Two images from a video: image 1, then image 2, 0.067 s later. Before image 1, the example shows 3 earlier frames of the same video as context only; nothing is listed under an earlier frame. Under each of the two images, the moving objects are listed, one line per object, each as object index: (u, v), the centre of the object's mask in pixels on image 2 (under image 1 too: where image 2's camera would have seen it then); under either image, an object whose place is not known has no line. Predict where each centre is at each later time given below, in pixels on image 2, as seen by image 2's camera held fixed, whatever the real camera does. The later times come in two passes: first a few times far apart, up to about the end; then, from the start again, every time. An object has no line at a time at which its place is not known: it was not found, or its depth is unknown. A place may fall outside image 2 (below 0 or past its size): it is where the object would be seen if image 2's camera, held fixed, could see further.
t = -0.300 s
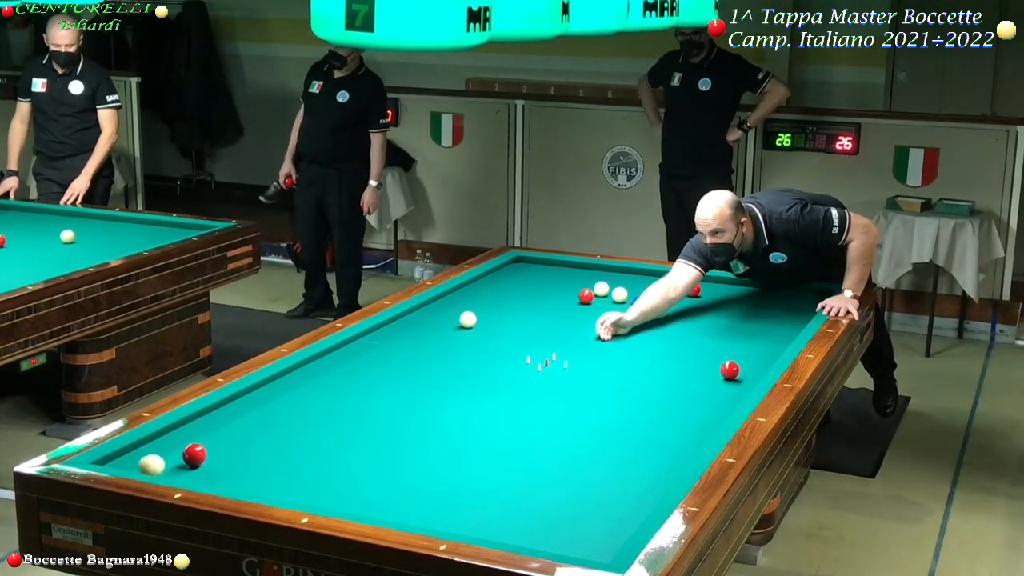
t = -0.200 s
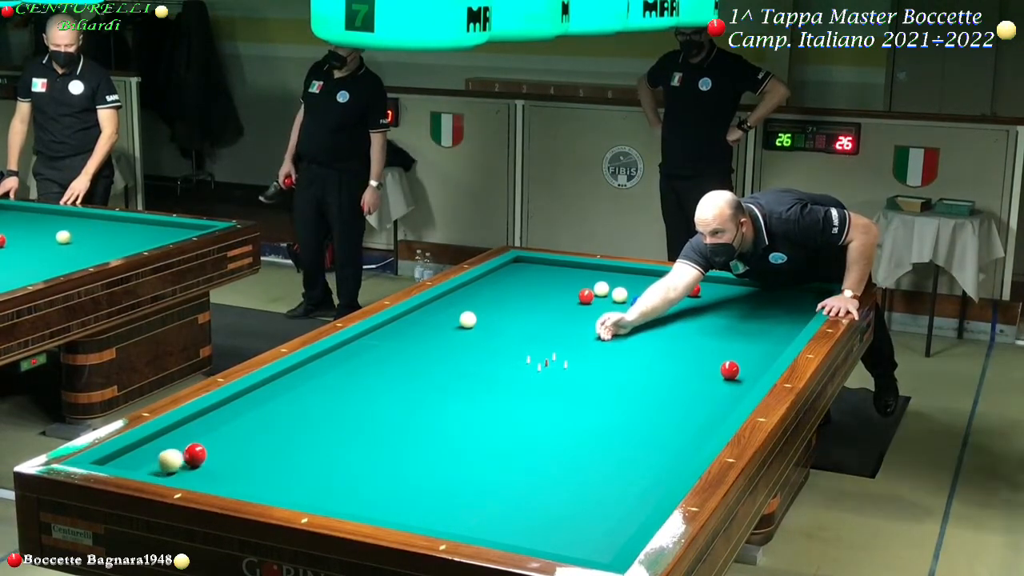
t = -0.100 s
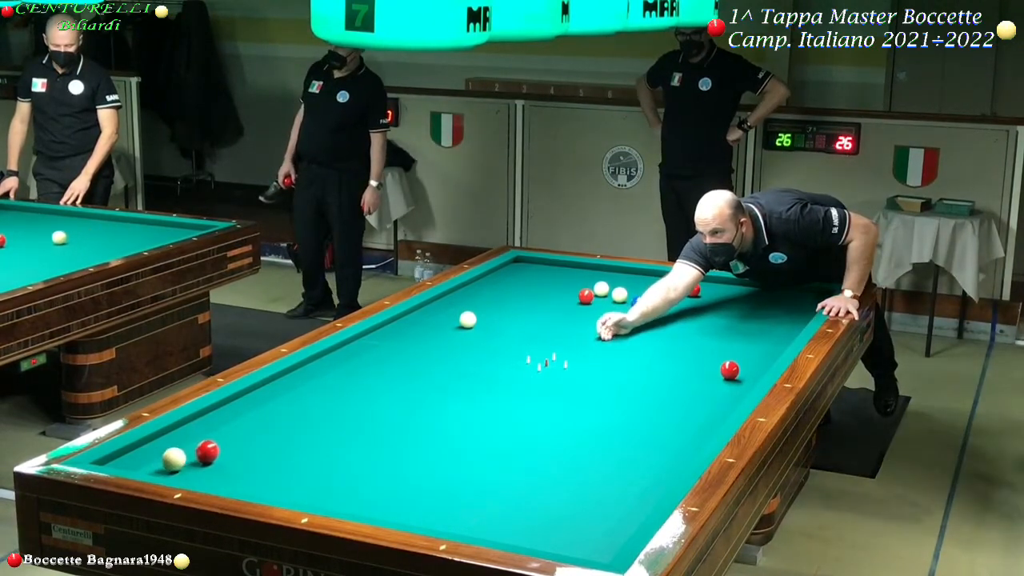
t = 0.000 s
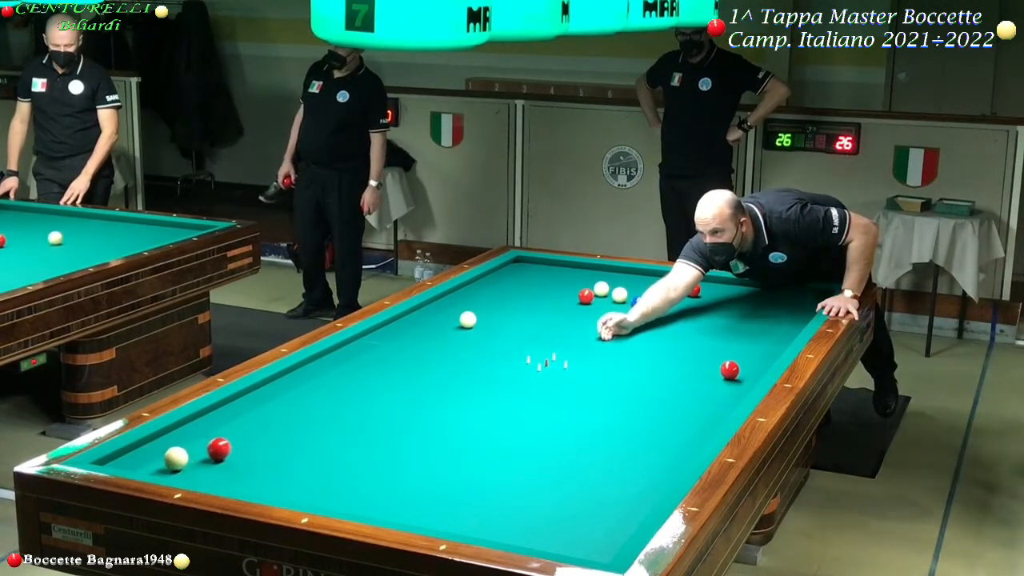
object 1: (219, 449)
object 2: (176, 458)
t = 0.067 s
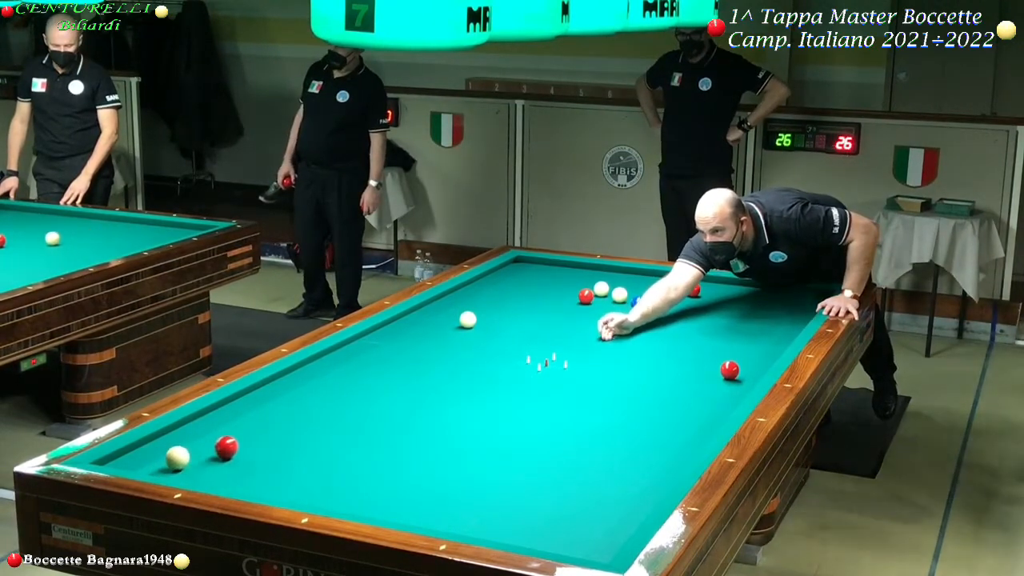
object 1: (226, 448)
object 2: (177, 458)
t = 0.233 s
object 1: (244, 443)
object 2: (181, 456)
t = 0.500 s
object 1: (272, 437)
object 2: (185, 455)
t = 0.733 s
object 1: (294, 432)
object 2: (187, 453)
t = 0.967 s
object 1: (315, 427)
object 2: (189, 452)
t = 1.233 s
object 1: (338, 421)
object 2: (190, 452)
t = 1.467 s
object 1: (358, 417)
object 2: (191, 451)
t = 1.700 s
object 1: (375, 413)
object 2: (192, 451)
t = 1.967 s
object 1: (394, 409)
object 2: (192, 451)
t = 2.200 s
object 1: (410, 405)
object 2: (192, 451)
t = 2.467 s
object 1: (427, 401)
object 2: (192, 451)
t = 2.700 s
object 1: (441, 398)
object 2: (192, 451)
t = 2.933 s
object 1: (454, 395)
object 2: (192, 451)
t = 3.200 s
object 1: (468, 392)
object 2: (192, 451)
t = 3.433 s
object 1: (480, 389)
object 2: (192, 451)
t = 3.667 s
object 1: (491, 387)
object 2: (192, 451)
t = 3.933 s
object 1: (502, 384)
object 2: (192, 451)
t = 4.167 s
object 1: (511, 383)
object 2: (192, 451)
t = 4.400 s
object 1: (520, 381)
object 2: (192, 451)
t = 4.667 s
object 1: (529, 379)
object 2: (192, 451)
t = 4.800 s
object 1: (533, 378)
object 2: (192, 451)
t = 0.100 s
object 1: (230, 447)
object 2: (178, 458)
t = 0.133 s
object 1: (234, 446)
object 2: (178, 457)
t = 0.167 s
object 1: (237, 445)
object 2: (179, 457)
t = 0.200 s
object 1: (241, 444)
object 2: (180, 457)
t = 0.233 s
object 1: (244, 443)
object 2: (181, 456)
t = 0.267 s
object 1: (248, 443)
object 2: (181, 456)
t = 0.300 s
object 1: (251, 442)
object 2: (182, 456)
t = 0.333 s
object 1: (255, 441)
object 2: (182, 456)
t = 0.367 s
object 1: (258, 440)
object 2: (183, 456)
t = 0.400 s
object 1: (262, 439)
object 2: (183, 455)
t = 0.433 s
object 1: (265, 438)
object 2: (184, 455)
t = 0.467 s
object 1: (268, 438)
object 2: (184, 455)
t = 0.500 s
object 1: (272, 437)
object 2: (185, 455)
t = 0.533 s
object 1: (275, 436)
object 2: (185, 454)
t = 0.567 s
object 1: (279, 435)
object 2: (186, 454)
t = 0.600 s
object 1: (281, 435)
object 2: (186, 454)
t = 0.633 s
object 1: (285, 434)
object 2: (186, 454)
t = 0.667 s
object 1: (288, 433)
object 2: (187, 454)
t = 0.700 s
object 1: (291, 432)
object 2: (187, 454)
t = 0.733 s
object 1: (294, 432)
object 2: (187, 453)
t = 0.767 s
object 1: (297, 431)
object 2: (187, 453)
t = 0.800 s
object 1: (300, 430)
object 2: (188, 453)
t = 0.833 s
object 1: (304, 429)
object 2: (188, 453)
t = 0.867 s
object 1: (307, 429)
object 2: (188, 453)
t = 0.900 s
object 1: (309, 428)
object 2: (188, 453)
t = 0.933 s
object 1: (313, 427)
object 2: (188, 452)
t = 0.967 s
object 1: (315, 427)
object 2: (189, 452)
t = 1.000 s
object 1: (318, 426)
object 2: (189, 452)
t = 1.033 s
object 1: (322, 425)
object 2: (189, 452)
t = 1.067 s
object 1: (324, 424)
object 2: (189, 452)
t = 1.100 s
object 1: (327, 424)
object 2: (189, 452)
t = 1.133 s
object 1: (330, 423)
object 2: (190, 452)
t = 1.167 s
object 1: (333, 423)
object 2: (190, 452)
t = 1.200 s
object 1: (336, 422)
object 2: (190, 452)
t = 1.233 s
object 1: (338, 421)
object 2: (190, 452)
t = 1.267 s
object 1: (342, 421)
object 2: (191, 451)
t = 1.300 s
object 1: (344, 420)
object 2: (191, 451)
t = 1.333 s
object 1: (347, 420)
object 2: (191, 451)
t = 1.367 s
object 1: (350, 419)
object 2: (191, 451)
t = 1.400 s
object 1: (352, 418)
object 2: (191, 451)
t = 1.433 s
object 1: (355, 418)
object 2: (191, 451)
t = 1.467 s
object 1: (358, 417)
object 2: (191, 451)
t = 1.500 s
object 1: (360, 417)
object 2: (191, 451)
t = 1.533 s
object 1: (363, 416)
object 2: (191, 451)
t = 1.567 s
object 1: (365, 415)
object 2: (192, 451)
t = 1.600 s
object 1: (368, 415)
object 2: (192, 451)
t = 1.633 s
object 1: (370, 414)
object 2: (192, 451)
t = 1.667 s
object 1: (373, 414)
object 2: (192, 451)
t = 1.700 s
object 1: (375, 413)
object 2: (192, 451)
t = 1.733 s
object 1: (378, 412)
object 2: (192, 451)
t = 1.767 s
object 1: (380, 412)
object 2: (192, 451)
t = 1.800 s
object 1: (382, 411)
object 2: (192, 451)
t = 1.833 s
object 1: (385, 411)
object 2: (192, 451)
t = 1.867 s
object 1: (387, 410)
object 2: (192, 451)
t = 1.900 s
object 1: (390, 410)
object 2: (192, 451)
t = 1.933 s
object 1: (392, 409)
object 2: (192, 451)
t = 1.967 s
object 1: (394, 409)
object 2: (192, 451)
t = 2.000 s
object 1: (397, 408)
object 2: (192, 451)
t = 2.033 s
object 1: (399, 408)
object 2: (192, 451)
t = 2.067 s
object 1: (401, 407)
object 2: (192, 451)
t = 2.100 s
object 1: (403, 406)
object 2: (192, 451)
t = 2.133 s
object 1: (406, 406)
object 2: (192, 451)
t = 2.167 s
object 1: (408, 405)
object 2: (192, 451)
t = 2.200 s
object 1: (410, 405)
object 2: (192, 451)
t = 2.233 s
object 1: (412, 404)
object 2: (192, 451)
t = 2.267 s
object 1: (414, 404)
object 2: (192, 451)
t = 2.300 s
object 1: (416, 404)
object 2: (192, 451)
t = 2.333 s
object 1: (419, 403)
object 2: (192, 451)
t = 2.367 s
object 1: (421, 403)
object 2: (192, 451)
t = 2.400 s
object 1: (423, 402)
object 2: (192, 451)
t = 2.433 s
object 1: (425, 402)
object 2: (192, 451)
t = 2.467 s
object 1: (427, 401)
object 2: (192, 451)
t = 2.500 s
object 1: (429, 401)
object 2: (192, 451)
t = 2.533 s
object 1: (431, 400)
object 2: (192, 451)
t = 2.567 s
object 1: (433, 400)
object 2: (192, 451)
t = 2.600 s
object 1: (435, 399)
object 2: (192, 451)
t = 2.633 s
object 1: (437, 399)
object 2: (192, 451)
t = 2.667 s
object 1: (439, 399)
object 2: (192, 451)
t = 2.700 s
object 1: (441, 398)
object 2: (192, 451)
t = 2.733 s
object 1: (443, 398)
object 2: (192, 451)
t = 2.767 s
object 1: (445, 397)
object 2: (192, 451)
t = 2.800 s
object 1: (447, 397)
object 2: (192, 451)
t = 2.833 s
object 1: (449, 396)
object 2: (192, 451)
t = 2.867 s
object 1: (450, 396)
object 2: (192, 451)
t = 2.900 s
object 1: (452, 396)
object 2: (192, 451)
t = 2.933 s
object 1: (454, 395)
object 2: (192, 451)
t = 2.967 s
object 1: (456, 395)
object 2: (192, 451)
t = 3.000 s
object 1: (458, 394)
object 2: (192, 451)
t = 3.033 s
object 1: (459, 394)
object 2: (192, 451)
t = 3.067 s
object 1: (461, 393)
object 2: (192, 451)
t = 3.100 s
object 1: (463, 393)
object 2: (192, 451)
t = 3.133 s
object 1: (465, 393)
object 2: (192, 451)
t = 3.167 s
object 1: (467, 392)
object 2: (192, 451)
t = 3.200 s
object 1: (468, 392)
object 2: (192, 451)
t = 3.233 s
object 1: (470, 391)
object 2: (192, 451)
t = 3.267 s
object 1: (472, 391)
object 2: (192, 451)
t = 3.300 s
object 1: (473, 390)
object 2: (192, 451)
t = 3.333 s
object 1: (475, 390)
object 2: (192, 451)
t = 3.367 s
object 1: (477, 390)
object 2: (192, 451)
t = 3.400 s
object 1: (478, 390)
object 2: (192, 451)
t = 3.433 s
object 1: (480, 389)
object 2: (192, 451)
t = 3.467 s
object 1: (481, 389)
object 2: (192, 451)
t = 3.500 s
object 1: (483, 389)
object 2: (192, 451)
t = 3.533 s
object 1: (485, 388)
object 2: (192, 451)
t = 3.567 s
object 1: (486, 388)
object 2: (192, 451)
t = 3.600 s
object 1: (488, 388)
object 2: (192, 451)
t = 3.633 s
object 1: (489, 387)
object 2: (192, 451)
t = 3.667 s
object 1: (491, 387)
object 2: (192, 451)
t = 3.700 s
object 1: (492, 387)
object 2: (192, 451)
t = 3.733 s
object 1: (493, 386)
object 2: (192, 451)
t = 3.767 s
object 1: (495, 386)
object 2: (192, 451)
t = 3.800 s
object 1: (496, 386)
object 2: (192, 451)
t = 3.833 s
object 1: (498, 385)
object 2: (192, 451)
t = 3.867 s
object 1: (499, 385)
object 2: (192, 451)
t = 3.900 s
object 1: (501, 385)
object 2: (192, 451)
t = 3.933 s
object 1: (502, 384)
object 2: (192, 451)
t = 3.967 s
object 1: (503, 385)
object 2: (192, 451)
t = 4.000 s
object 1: (505, 384)
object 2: (192, 451)
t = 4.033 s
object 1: (506, 384)
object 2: (192, 451)
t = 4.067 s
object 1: (507, 383)
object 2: (192, 451)
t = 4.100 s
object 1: (509, 383)
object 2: (192, 451)
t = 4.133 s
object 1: (510, 383)
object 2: (192, 451)
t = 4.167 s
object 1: (511, 383)
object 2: (192, 451)
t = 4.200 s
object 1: (512, 383)
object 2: (192, 451)
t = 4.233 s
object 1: (514, 382)
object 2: (192, 451)
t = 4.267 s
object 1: (515, 382)
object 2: (192, 451)
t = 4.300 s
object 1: (516, 382)
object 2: (192, 451)
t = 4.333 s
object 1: (517, 382)
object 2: (192, 451)
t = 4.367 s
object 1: (519, 381)
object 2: (192, 451)
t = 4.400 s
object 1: (520, 381)
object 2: (192, 451)
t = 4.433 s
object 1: (521, 381)
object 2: (192, 451)
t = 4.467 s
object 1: (522, 381)
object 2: (192, 451)
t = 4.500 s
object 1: (523, 381)
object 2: (192, 451)
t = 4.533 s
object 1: (524, 380)
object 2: (192, 451)
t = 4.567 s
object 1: (526, 380)
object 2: (192, 451)
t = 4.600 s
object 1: (526, 380)
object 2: (192, 451)
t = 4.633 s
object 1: (528, 379)
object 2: (192, 451)
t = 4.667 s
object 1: (529, 379)
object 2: (192, 451)
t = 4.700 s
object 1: (530, 379)
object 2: (192, 451)
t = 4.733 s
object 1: (531, 379)
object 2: (192, 451)
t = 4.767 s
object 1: (532, 378)
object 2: (192, 451)
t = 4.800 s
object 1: (533, 378)
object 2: (192, 451)
